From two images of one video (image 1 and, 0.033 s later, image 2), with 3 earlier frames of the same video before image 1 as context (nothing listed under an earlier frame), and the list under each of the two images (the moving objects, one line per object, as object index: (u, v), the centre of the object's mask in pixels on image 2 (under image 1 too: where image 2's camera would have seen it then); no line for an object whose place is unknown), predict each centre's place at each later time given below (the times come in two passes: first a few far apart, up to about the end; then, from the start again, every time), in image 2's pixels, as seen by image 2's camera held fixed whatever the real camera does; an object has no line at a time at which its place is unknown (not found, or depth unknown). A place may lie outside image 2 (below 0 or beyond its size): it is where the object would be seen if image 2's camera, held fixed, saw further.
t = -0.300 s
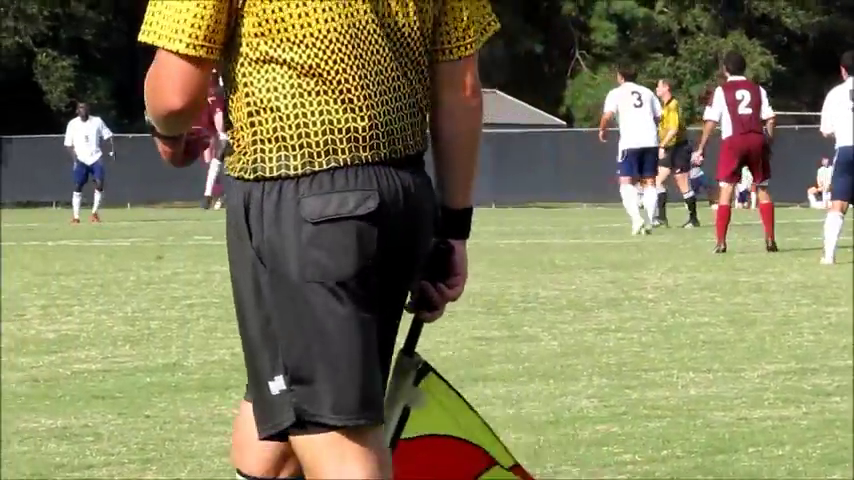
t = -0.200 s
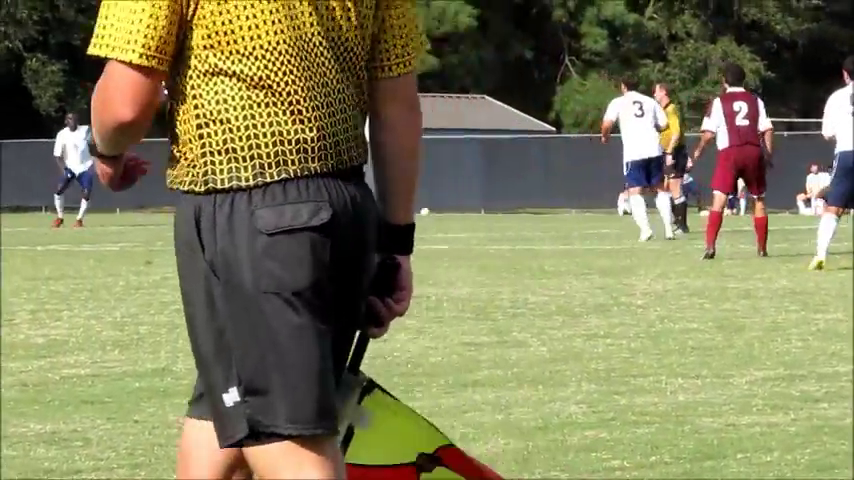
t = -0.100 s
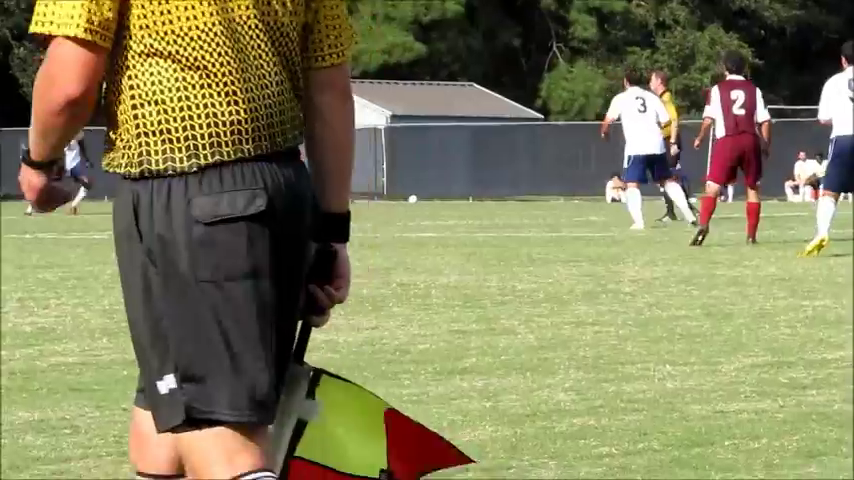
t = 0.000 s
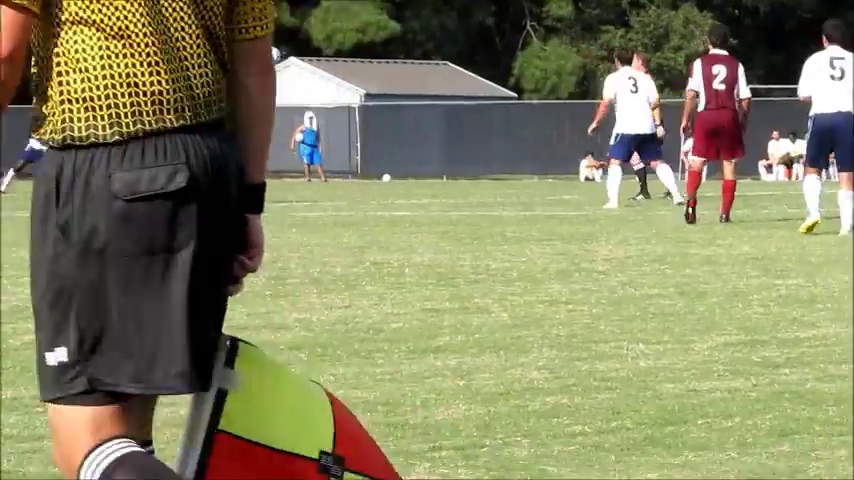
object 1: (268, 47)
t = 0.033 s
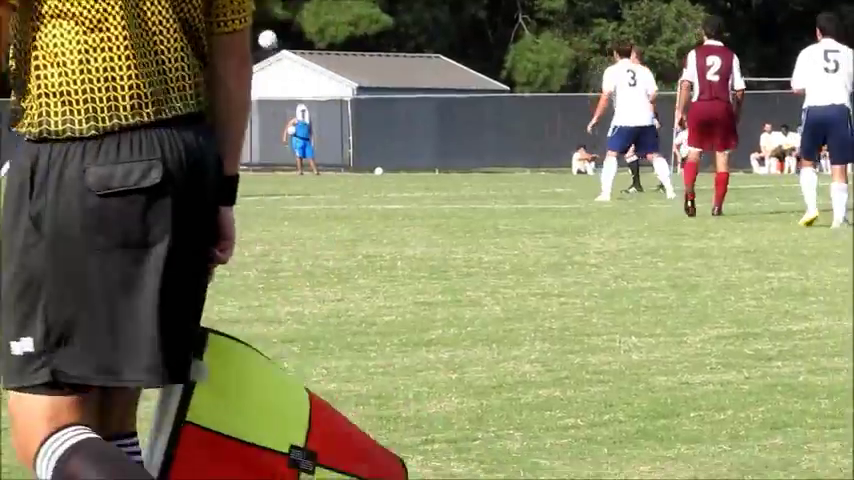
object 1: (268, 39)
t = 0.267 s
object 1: (300, 1)
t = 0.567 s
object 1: (341, 13)
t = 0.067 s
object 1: (272, 31)
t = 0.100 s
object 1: (277, 24)
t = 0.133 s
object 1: (282, 18)
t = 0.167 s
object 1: (286, 14)
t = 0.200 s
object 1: (290, 9)
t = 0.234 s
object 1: (295, 5)
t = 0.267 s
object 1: (300, 1)
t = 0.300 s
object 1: (304, -2)
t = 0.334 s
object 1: (309, -4)
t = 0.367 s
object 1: (313, -5)
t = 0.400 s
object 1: (318, -4)
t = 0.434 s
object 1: (322, -2)
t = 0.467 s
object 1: (327, 0)
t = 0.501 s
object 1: (332, 4)
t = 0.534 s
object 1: (336, 8)
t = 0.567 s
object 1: (341, 13)
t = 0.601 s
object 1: (346, 19)
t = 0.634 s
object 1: (350, 25)
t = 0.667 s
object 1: (355, 34)
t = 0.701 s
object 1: (360, 43)
